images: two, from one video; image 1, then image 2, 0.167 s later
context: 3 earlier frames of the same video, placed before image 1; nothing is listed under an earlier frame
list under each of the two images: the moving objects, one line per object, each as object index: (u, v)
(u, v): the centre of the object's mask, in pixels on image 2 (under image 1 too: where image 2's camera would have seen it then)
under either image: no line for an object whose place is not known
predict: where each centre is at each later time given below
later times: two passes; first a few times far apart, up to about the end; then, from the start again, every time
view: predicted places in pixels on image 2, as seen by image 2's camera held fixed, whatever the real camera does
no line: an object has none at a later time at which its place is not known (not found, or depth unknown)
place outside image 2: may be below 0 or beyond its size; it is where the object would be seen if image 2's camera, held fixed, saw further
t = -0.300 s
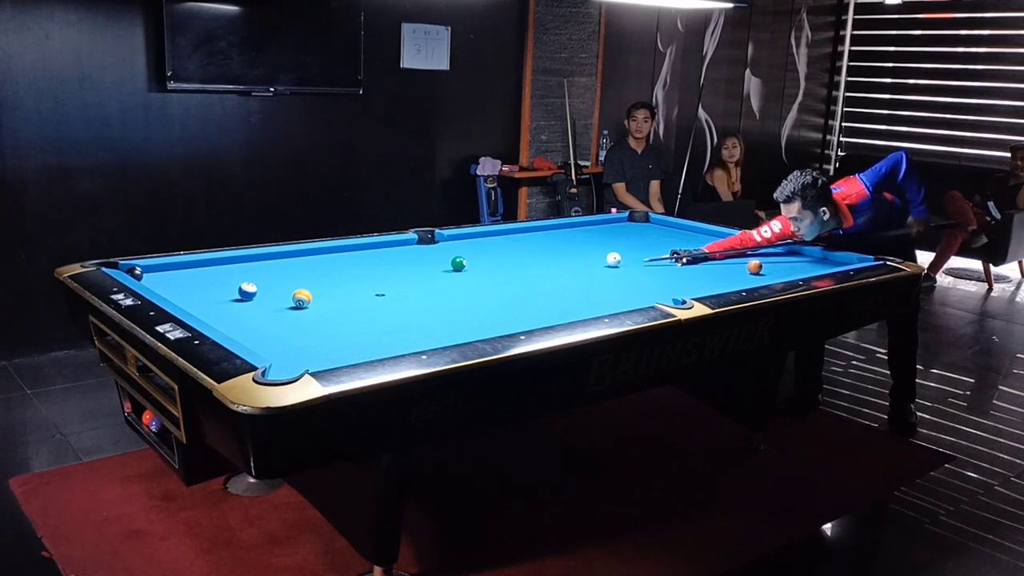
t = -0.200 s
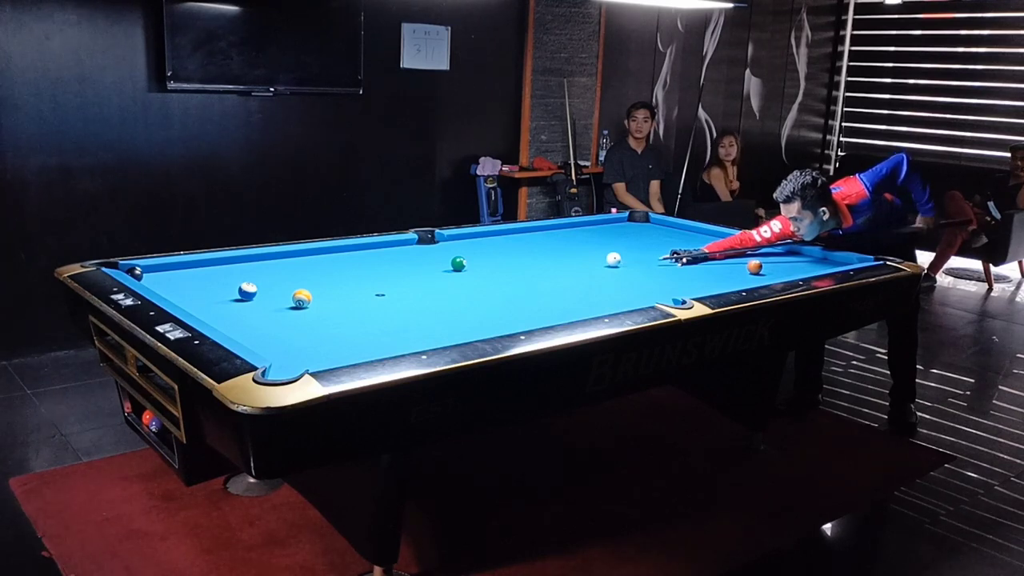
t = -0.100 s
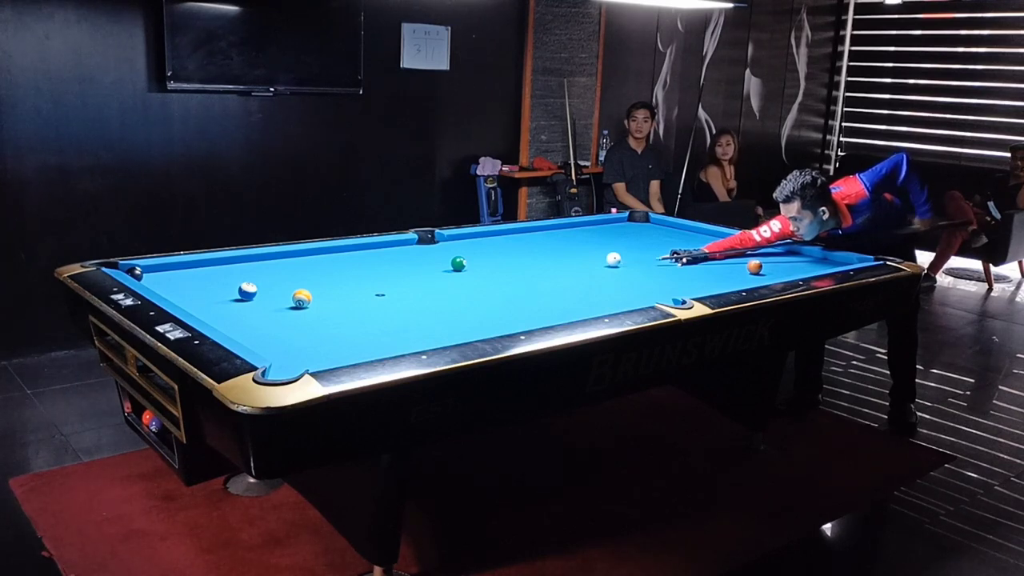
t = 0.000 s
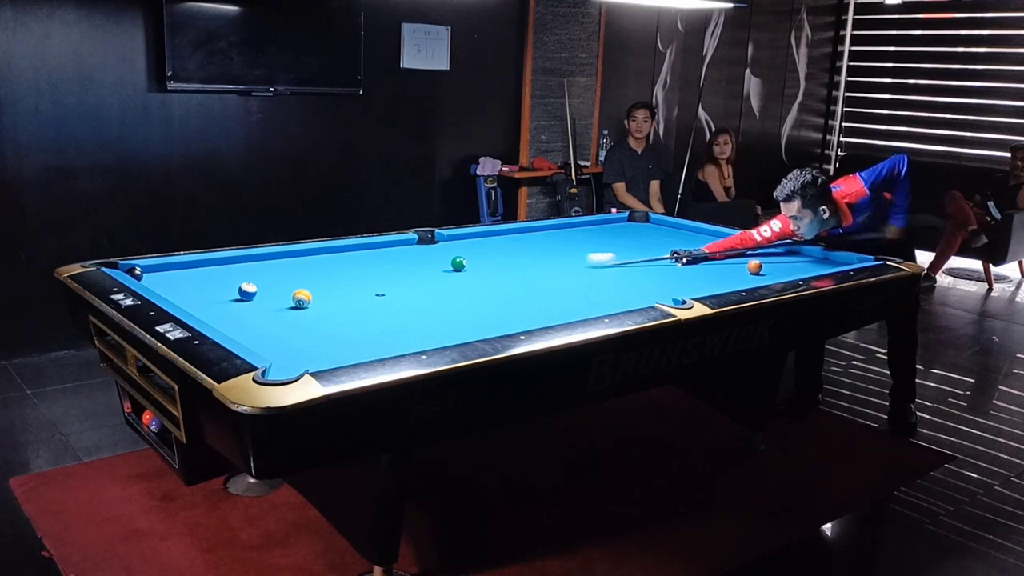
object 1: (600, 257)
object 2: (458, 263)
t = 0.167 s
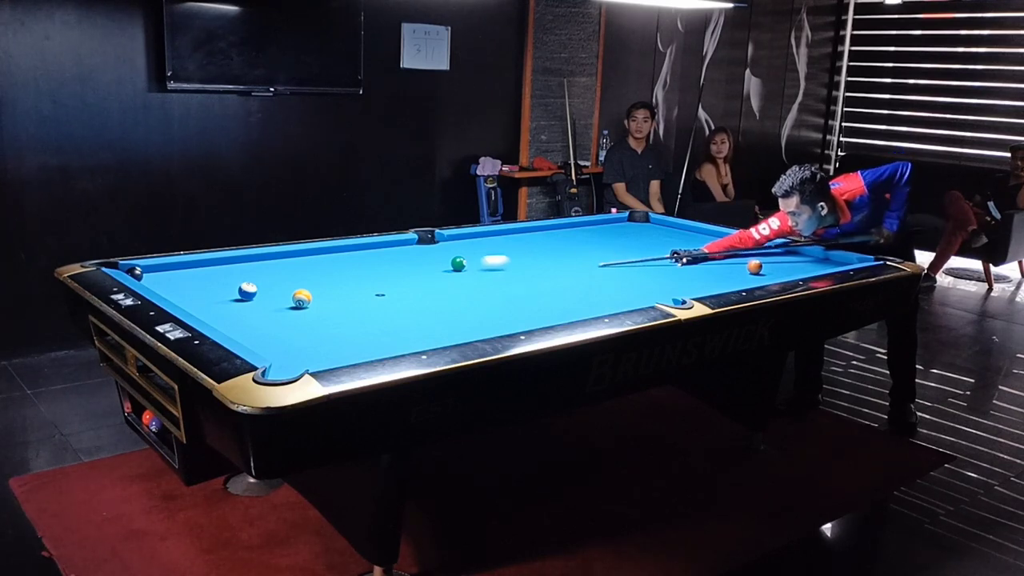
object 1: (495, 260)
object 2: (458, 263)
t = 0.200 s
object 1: (478, 261)
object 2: (458, 263)
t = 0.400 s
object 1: (482, 263)
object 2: (361, 265)
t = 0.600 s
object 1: (492, 263)
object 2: (272, 267)
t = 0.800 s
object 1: (501, 263)
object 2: (179, 269)
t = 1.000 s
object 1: (510, 263)
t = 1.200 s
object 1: (517, 263)
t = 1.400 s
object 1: (524, 263)
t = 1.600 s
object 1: (530, 263)
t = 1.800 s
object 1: (535, 263)
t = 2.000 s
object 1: (539, 264)
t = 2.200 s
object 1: (543, 264)
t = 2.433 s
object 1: (545, 264)
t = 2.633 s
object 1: (547, 263)
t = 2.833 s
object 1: (547, 264)
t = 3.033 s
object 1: (547, 264)
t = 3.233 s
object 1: (547, 264)
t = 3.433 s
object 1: (547, 264)
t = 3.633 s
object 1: (547, 264)
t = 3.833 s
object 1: (547, 264)
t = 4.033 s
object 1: (547, 264)
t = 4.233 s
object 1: (547, 264)
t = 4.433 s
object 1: (547, 264)
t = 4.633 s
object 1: (547, 264)
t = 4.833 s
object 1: (547, 264)
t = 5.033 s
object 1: (547, 263)
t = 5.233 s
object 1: (547, 264)
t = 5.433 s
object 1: (547, 263)
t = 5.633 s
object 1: (547, 263)
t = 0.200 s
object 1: (478, 261)
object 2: (458, 263)
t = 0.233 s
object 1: (473, 262)
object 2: (444, 263)
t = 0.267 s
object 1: (475, 262)
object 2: (426, 264)
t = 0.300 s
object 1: (476, 262)
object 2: (408, 264)
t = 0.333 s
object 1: (478, 262)
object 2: (391, 264)
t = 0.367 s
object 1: (480, 262)
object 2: (376, 265)
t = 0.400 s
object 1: (482, 263)
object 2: (361, 265)
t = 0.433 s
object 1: (484, 263)
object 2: (347, 265)
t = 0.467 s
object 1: (485, 263)
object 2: (332, 265)
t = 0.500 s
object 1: (487, 263)
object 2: (317, 266)
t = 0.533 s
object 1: (488, 263)
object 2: (303, 266)
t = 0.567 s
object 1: (490, 263)
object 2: (287, 267)
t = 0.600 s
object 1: (492, 263)
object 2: (272, 267)
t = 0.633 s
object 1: (494, 263)
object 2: (256, 268)
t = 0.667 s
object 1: (495, 263)
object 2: (241, 268)
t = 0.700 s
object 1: (497, 263)
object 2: (226, 269)
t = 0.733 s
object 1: (498, 263)
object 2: (211, 269)
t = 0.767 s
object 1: (500, 263)
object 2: (195, 269)
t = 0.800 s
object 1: (501, 263)
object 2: (179, 269)
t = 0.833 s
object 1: (503, 263)
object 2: (164, 270)
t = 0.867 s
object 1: (504, 263)
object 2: (148, 270)
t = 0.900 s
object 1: (506, 263)
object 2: (129, 266)
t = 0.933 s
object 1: (507, 263)
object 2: (116, 266)
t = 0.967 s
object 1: (508, 263)
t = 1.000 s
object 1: (510, 263)
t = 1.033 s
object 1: (511, 263)
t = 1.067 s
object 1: (513, 263)
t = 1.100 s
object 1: (514, 263)
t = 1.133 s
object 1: (515, 263)
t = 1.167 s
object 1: (516, 263)
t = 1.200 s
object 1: (517, 263)
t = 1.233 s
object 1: (519, 263)
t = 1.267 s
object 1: (520, 263)
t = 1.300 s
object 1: (521, 263)
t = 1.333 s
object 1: (522, 263)
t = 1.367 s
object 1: (523, 263)
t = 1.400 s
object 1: (524, 263)
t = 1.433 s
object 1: (525, 263)
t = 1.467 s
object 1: (526, 263)
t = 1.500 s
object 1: (527, 263)
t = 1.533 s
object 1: (528, 263)
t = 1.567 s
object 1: (529, 263)
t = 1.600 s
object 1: (530, 263)
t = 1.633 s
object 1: (531, 263)
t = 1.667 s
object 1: (532, 263)
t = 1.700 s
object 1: (533, 263)
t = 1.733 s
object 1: (534, 263)
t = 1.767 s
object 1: (534, 263)
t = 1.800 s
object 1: (535, 263)
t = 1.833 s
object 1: (536, 263)
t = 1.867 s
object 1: (537, 264)
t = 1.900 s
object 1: (537, 264)
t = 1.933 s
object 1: (538, 263)
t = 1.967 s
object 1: (539, 263)
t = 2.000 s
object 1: (539, 264)
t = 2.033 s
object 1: (540, 263)
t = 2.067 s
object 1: (541, 264)
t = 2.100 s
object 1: (541, 263)
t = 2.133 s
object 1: (542, 263)
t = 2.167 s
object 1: (542, 264)
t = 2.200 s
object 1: (543, 264)
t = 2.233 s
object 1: (543, 264)
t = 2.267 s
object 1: (544, 264)
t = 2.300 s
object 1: (544, 264)
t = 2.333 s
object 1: (544, 264)
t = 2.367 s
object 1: (545, 264)
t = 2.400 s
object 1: (545, 263)
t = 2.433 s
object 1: (545, 264)
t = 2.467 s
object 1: (546, 264)
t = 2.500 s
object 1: (546, 264)
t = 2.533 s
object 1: (546, 264)
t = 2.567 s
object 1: (546, 263)
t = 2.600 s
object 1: (546, 264)
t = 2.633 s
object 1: (547, 263)
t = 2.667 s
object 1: (547, 264)
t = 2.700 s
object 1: (547, 264)
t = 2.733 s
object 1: (547, 264)
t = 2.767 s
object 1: (547, 264)
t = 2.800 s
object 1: (547, 264)
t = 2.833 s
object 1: (547, 264)
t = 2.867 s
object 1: (547, 264)
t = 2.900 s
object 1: (547, 263)
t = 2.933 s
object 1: (547, 264)
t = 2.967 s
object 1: (547, 264)
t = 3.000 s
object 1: (547, 264)
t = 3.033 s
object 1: (547, 264)
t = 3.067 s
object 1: (547, 264)
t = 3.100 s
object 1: (547, 264)
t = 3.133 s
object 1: (547, 264)
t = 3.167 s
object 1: (547, 264)
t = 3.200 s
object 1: (547, 264)
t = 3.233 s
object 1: (547, 264)
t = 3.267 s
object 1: (547, 264)
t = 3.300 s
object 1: (547, 264)
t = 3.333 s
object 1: (547, 264)
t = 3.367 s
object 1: (547, 264)
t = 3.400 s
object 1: (547, 264)
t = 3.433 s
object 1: (547, 264)
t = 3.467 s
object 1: (547, 264)
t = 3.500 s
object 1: (547, 264)
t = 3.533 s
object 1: (547, 264)
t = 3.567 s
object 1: (547, 264)
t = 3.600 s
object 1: (547, 264)
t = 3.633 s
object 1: (547, 264)
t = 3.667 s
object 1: (547, 264)
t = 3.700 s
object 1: (547, 264)
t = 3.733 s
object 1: (547, 264)
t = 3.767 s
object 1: (547, 264)
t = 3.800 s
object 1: (547, 264)
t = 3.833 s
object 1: (547, 264)
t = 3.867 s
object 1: (547, 264)
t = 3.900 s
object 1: (547, 264)
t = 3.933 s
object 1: (547, 264)
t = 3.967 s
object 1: (547, 264)
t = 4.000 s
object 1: (547, 264)
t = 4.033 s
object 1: (547, 264)
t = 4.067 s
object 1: (547, 264)
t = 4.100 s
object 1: (547, 264)
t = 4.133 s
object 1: (547, 264)
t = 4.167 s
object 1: (547, 264)
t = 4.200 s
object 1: (547, 264)
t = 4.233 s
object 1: (547, 264)
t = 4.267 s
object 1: (547, 264)
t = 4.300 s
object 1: (547, 264)
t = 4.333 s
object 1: (547, 264)
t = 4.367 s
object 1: (547, 264)
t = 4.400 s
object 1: (547, 264)
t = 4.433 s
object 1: (547, 264)
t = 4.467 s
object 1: (547, 264)
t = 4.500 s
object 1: (547, 264)
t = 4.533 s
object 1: (547, 264)
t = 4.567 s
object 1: (547, 264)
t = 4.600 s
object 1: (547, 264)
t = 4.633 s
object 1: (547, 264)
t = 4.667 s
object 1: (547, 264)
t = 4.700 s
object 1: (547, 264)
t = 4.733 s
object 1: (547, 264)
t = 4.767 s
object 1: (547, 264)
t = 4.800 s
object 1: (547, 264)
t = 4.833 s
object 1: (547, 264)
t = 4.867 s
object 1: (547, 264)
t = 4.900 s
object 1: (547, 264)
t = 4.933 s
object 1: (547, 263)
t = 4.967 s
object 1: (547, 263)
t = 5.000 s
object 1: (547, 263)
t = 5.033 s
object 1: (547, 263)
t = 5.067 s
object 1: (547, 263)
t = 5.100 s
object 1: (547, 263)
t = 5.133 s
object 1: (547, 263)
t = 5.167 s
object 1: (547, 263)
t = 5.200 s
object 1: (547, 263)
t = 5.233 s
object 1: (547, 264)
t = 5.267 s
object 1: (547, 264)
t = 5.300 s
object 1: (547, 263)
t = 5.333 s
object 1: (547, 264)
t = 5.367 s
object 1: (547, 263)
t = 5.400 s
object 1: (547, 264)
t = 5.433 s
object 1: (547, 263)
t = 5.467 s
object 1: (546, 263)
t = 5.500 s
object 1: (547, 264)
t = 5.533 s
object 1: (547, 264)
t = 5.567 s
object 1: (547, 263)
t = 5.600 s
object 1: (547, 263)
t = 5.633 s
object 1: (547, 263)
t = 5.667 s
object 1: (547, 264)
